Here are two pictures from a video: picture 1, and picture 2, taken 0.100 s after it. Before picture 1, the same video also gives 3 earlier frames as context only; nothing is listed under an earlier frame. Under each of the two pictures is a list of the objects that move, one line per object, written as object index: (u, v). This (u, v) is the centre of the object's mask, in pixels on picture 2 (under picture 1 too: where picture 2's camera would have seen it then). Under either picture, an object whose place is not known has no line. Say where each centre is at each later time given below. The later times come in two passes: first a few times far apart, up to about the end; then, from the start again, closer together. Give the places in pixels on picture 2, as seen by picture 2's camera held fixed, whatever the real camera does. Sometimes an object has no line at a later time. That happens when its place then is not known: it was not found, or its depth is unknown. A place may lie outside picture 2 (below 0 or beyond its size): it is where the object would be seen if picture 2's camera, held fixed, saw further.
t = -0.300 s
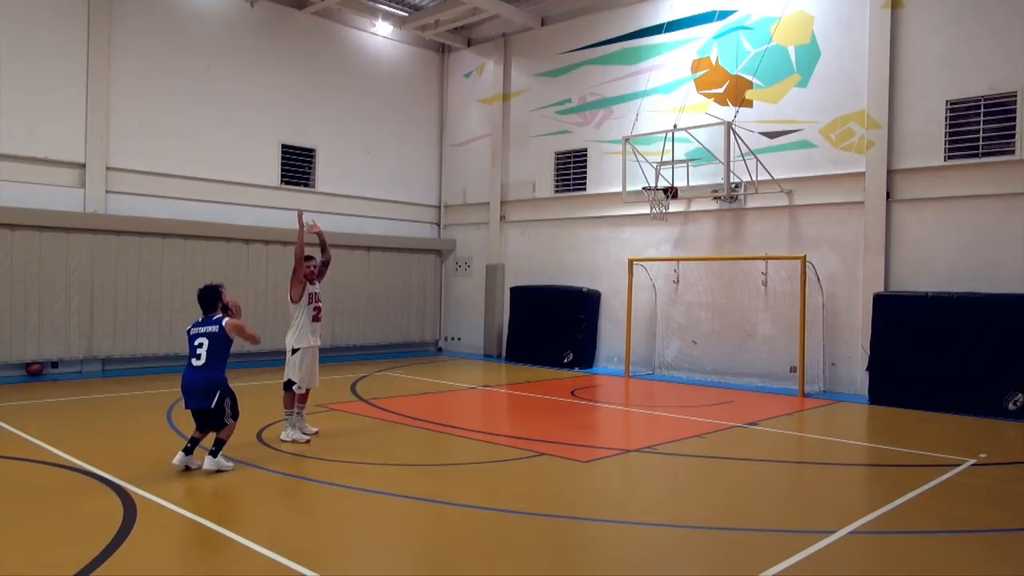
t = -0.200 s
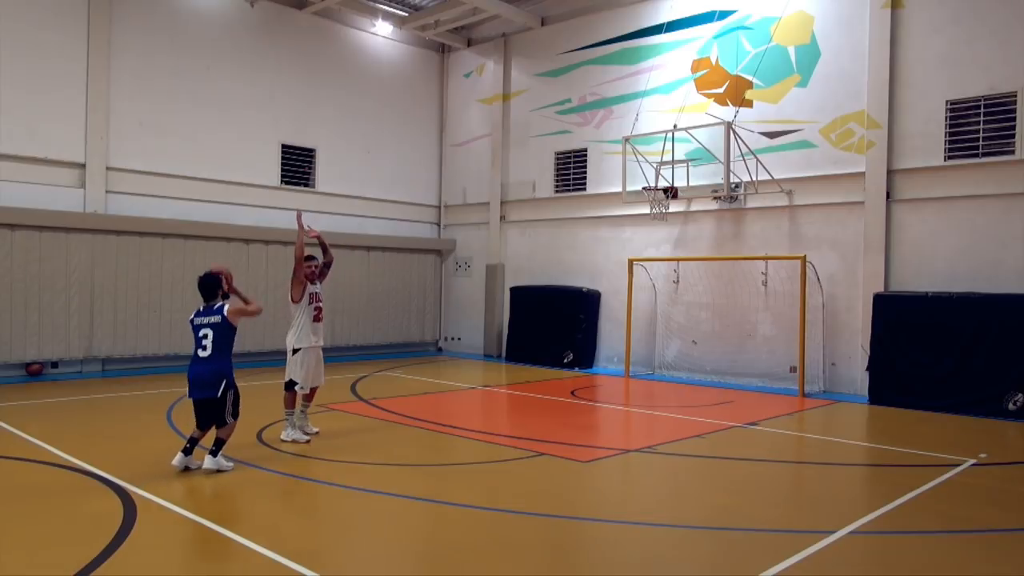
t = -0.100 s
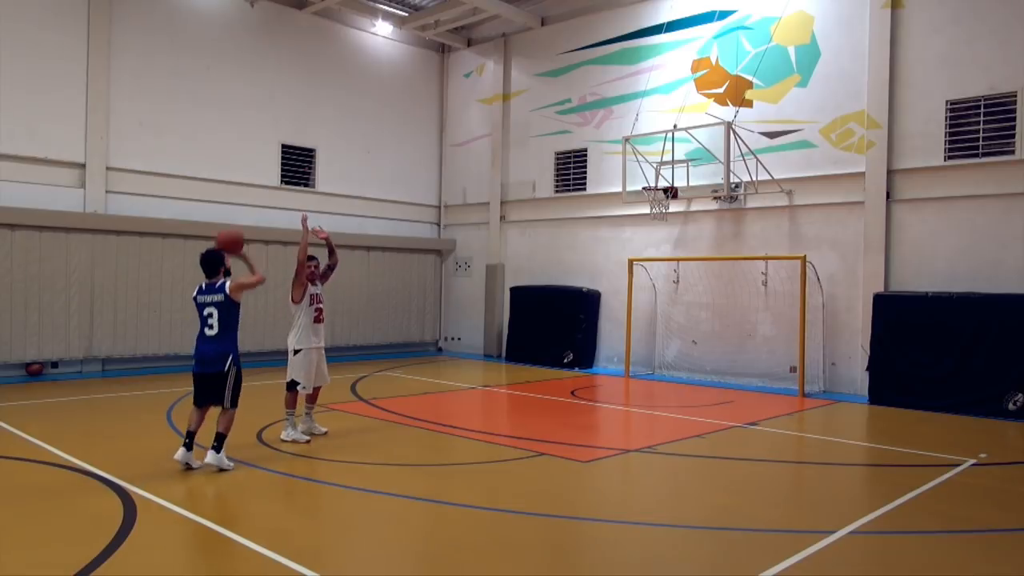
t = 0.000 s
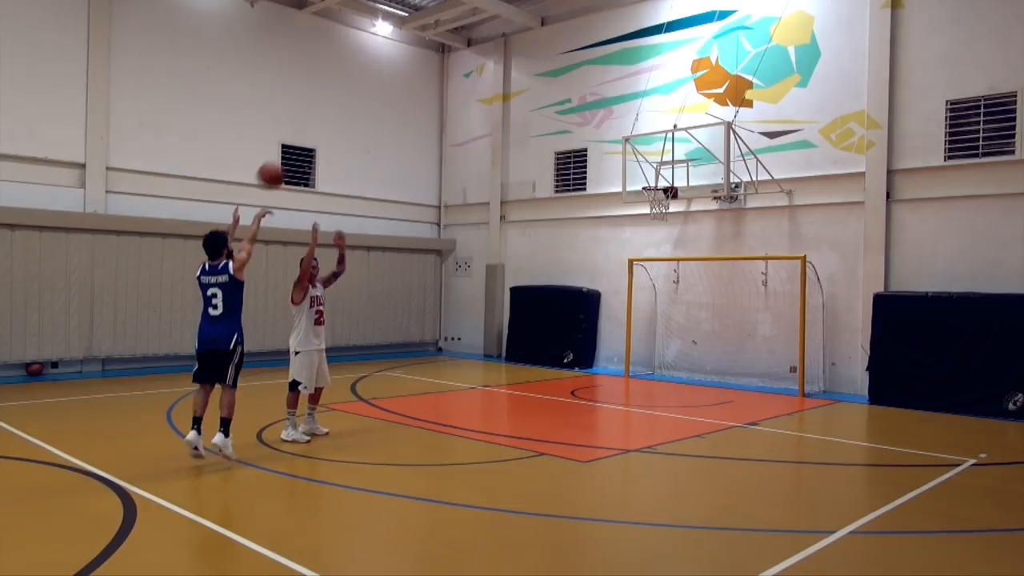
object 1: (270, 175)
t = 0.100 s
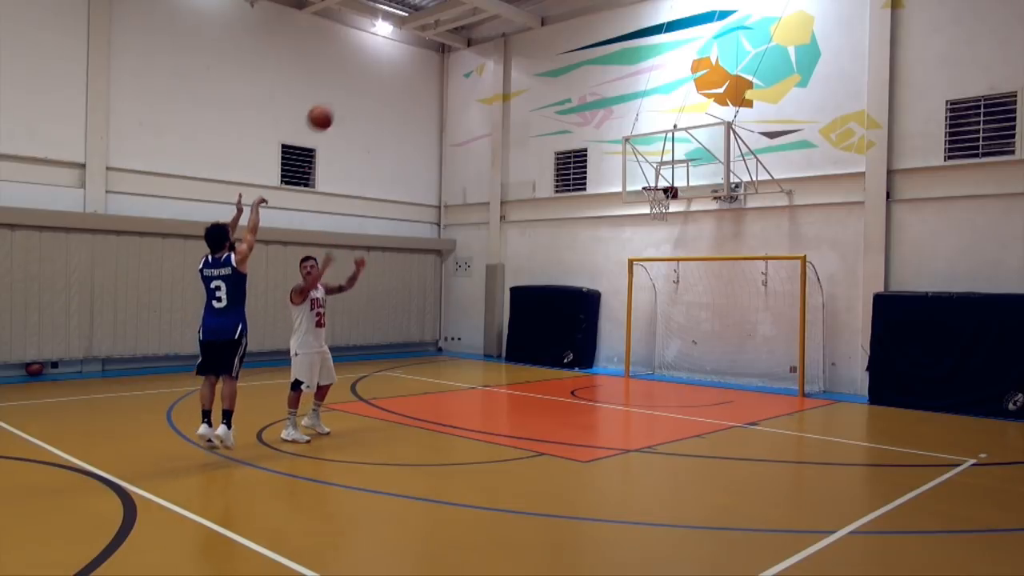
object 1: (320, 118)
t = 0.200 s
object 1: (364, 76)
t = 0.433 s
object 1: (452, 25)
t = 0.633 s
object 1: (514, 26)
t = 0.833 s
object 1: (566, 55)
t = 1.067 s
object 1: (617, 120)
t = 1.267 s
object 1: (645, 176)
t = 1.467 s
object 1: (632, 159)
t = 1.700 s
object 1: (614, 173)
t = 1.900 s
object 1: (597, 221)
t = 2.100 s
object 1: (578, 304)
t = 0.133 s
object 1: (335, 103)
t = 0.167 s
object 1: (349, 89)
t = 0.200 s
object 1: (364, 76)
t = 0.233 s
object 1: (378, 65)
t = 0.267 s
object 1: (391, 55)
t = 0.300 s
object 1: (404, 47)
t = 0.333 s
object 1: (417, 40)
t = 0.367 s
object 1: (429, 35)
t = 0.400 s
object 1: (441, 30)
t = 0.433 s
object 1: (452, 25)
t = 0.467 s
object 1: (463, 24)
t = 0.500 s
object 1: (474, 21)
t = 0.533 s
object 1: (484, 21)
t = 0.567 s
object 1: (494, 22)
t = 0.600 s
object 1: (504, 24)
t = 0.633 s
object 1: (514, 26)
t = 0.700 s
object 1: (532, 32)
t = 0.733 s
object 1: (541, 36)
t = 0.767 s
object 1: (550, 42)
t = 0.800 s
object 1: (558, 47)
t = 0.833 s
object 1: (566, 55)
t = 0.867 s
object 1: (574, 62)
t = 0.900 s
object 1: (581, 71)
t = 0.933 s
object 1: (589, 79)
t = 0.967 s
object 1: (596, 89)
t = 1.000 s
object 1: (603, 99)
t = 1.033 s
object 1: (610, 109)
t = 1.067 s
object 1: (617, 120)
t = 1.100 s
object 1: (624, 132)
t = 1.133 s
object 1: (630, 144)
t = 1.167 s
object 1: (637, 156)
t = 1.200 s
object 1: (642, 170)
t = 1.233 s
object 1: (648, 182)
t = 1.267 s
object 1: (645, 176)
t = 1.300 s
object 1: (643, 172)
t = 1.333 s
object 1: (641, 168)
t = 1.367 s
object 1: (639, 164)
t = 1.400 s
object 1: (637, 162)
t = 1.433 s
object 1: (634, 160)
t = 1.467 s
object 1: (632, 159)
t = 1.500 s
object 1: (630, 158)
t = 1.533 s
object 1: (627, 159)
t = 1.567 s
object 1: (624, 160)
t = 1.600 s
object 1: (622, 162)
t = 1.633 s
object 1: (619, 165)
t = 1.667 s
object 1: (617, 168)
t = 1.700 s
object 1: (614, 173)
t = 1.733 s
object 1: (611, 179)
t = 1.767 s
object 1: (609, 185)
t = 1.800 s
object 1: (606, 192)
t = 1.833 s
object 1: (603, 201)
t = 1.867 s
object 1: (600, 210)
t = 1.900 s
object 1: (597, 221)
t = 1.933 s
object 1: (594, 232)
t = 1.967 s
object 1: (591, 244)
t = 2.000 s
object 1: (587, 257)
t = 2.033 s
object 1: (584, 271)
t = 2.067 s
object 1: (581, 288)
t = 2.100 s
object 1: (578, 304)
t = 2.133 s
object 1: (574, 322)
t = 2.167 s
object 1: (571, 341)
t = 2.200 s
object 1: (567, 360)
